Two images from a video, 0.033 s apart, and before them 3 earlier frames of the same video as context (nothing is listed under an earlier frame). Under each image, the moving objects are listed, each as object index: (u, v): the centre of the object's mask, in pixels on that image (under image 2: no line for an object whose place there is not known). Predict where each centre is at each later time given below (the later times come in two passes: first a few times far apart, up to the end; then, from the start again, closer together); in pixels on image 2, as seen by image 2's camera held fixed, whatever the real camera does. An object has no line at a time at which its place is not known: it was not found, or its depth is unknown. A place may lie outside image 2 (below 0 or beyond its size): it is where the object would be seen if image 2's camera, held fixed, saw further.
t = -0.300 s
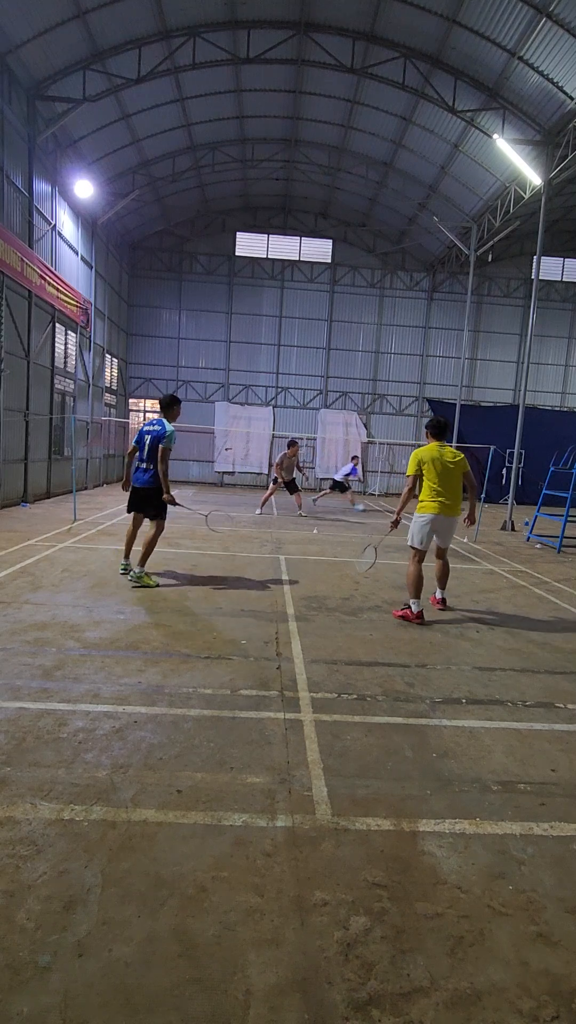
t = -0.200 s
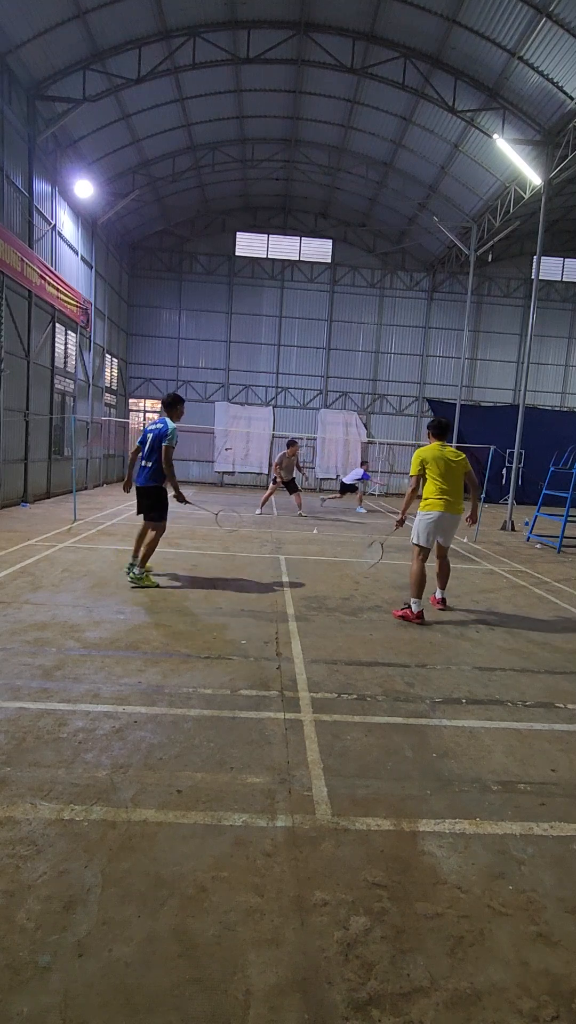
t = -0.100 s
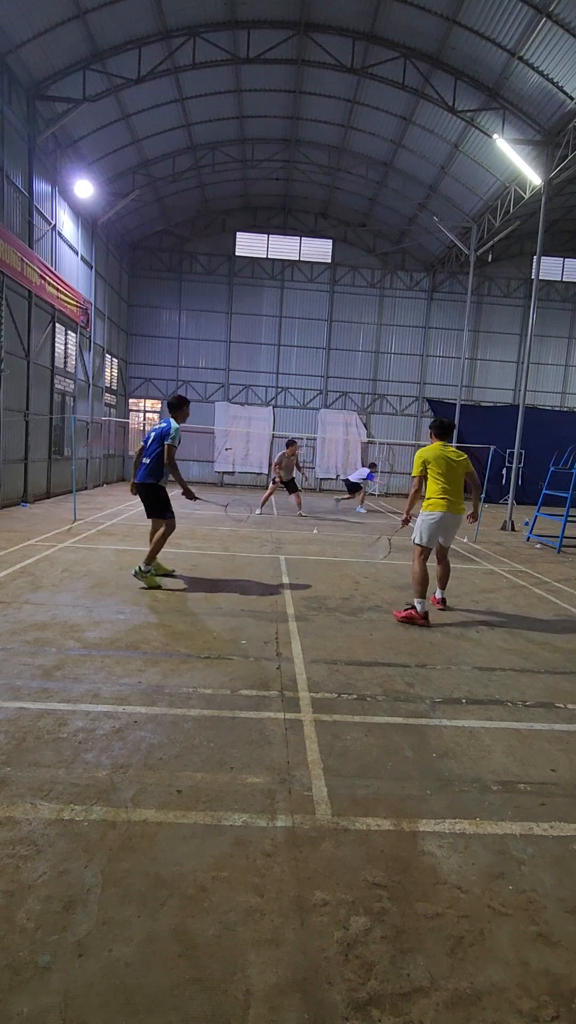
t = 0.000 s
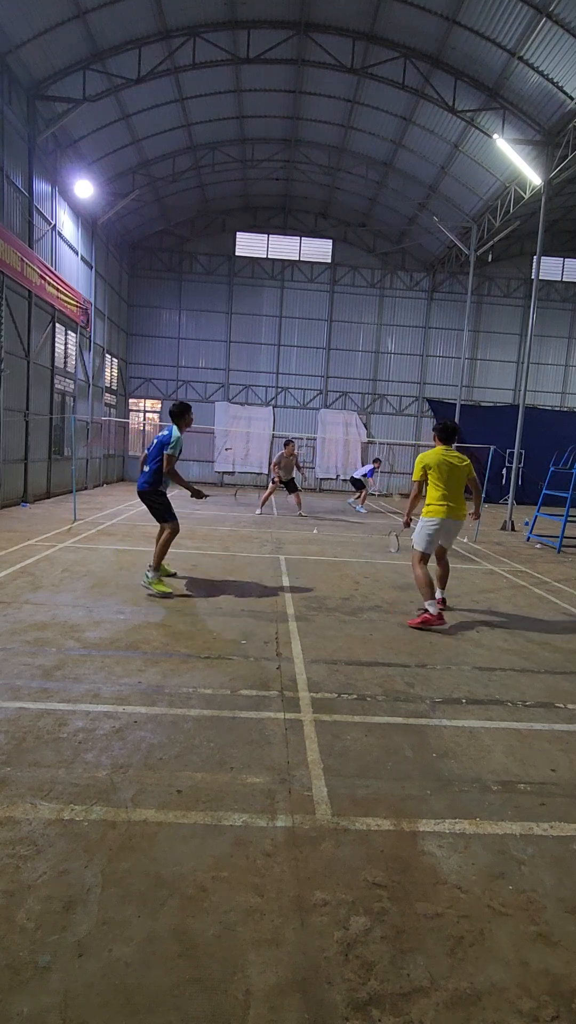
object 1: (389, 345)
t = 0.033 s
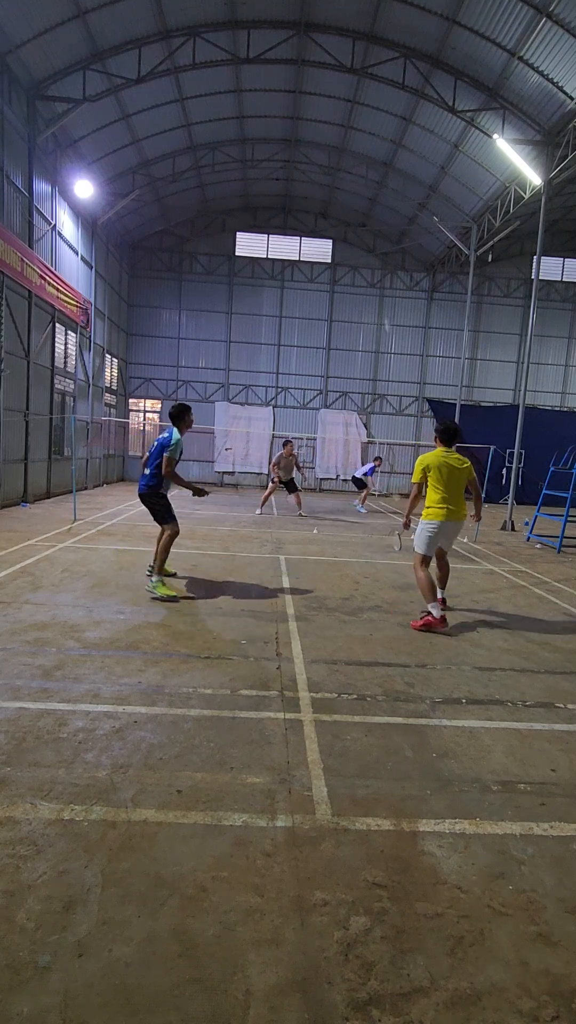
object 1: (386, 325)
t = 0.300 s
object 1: (360, 197)
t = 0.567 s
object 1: (316, 122)
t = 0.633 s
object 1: (302, 115)
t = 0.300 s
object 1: (360, 197)
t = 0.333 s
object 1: (356, 184)
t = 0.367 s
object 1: (351, 172)
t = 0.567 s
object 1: (316, 122)
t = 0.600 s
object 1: (309, 118)
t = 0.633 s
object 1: (302, 115)
